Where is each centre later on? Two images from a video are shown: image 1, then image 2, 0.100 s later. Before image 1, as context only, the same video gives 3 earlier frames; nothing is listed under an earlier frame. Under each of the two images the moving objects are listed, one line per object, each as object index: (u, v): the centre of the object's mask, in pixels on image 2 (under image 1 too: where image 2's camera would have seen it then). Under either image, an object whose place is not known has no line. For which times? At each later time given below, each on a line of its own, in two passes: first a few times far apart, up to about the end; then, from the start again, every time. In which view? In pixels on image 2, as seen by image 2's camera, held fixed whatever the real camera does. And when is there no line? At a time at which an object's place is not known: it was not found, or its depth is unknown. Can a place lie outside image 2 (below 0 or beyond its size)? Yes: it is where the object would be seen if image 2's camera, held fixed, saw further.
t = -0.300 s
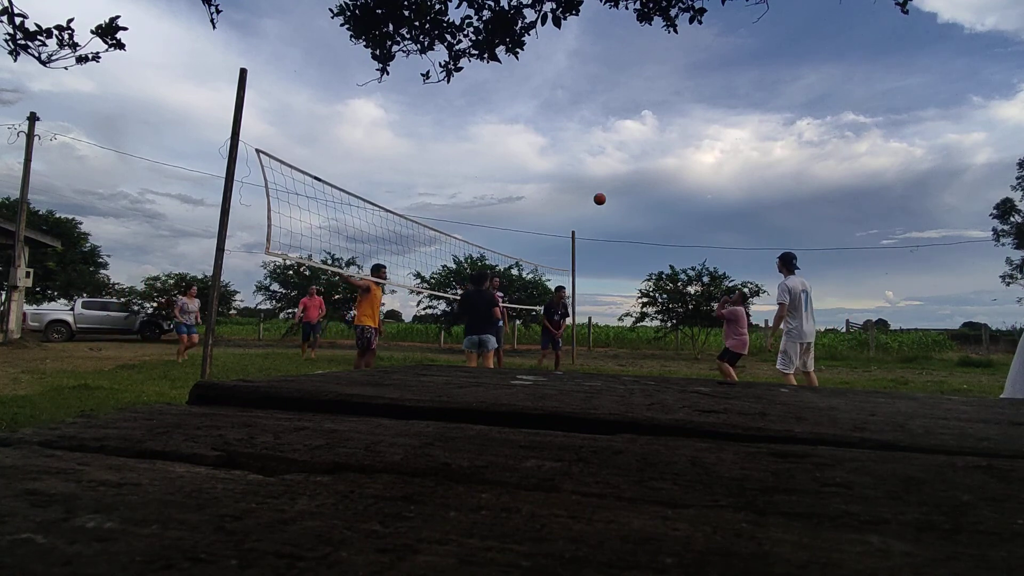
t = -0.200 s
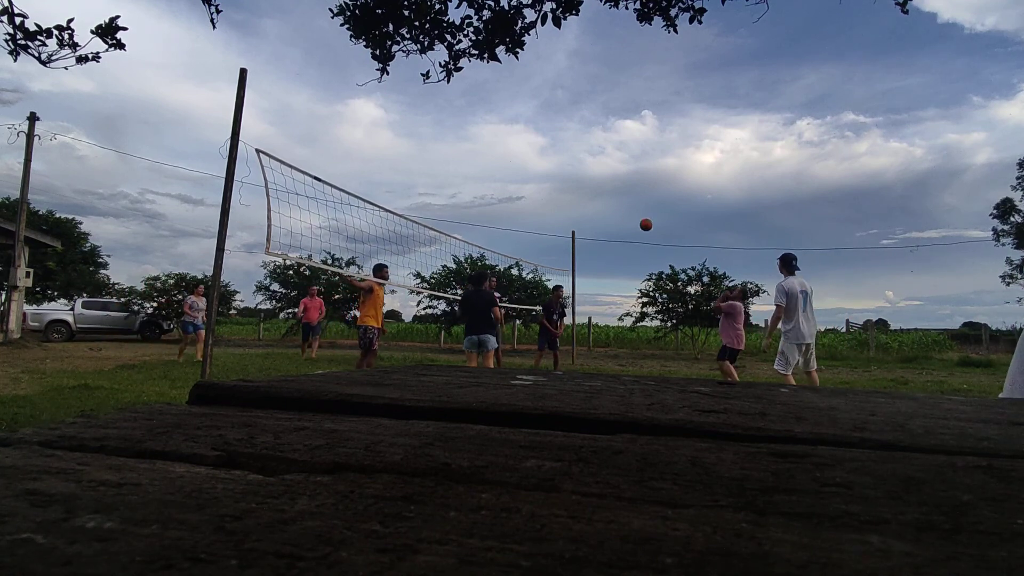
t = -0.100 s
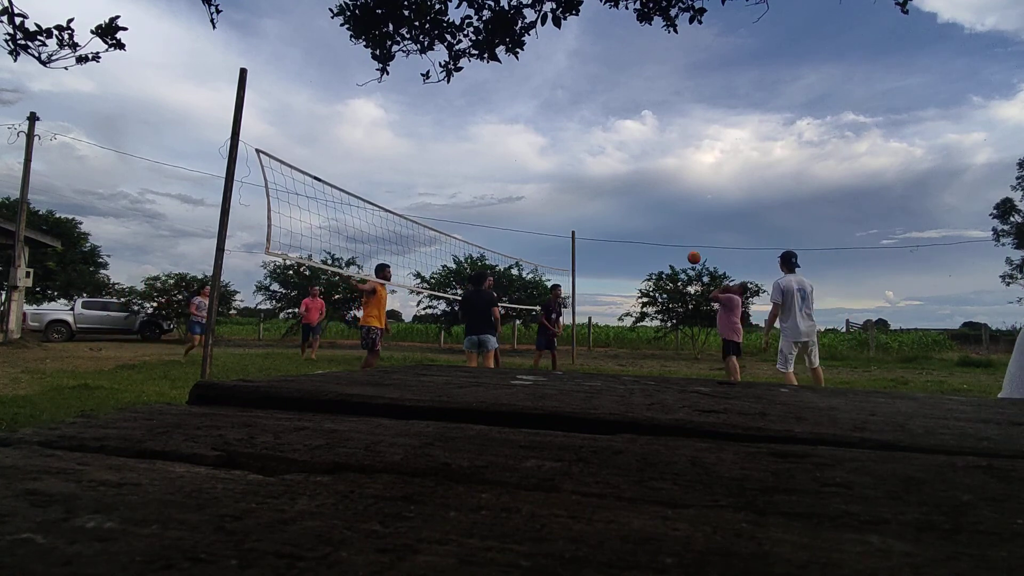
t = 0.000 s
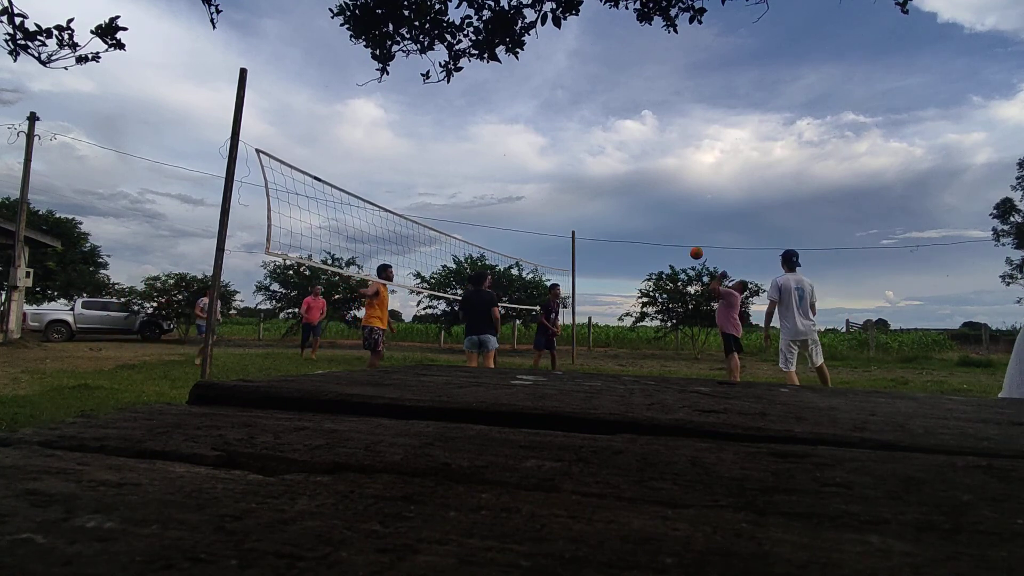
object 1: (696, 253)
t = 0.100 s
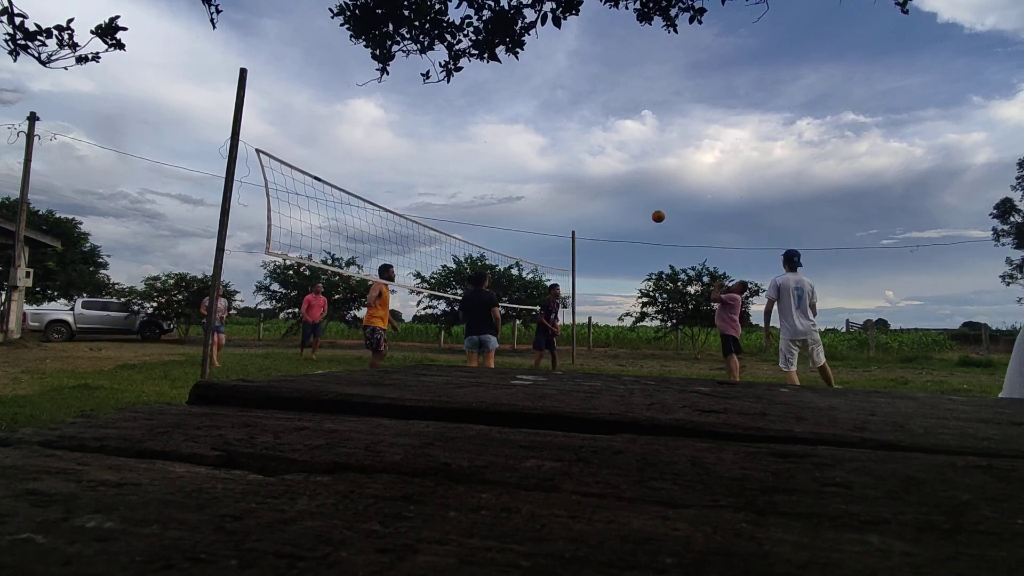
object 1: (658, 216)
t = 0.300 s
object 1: (588, 167)
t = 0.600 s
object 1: (495, 142)
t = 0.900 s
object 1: (413, 164)
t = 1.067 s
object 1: (371, 194)
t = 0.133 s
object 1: (646, 206)
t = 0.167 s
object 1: (634, 197)
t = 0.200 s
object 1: (622, 188)
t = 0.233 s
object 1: (610, 180)
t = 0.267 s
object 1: (599, 173)
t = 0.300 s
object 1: (588, 167)
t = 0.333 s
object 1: (577, 162)
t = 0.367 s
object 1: (566, 157)
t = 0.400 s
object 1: (555, 153)
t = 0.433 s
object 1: (545, 150)
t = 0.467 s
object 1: (535, 147)
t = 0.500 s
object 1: (524, 145)
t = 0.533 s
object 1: (514, 144)
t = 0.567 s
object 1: (505, 143)
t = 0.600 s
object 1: (495, 142)
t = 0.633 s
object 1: (485, 143)
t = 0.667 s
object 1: (476, 143)
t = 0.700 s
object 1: (466, 145)
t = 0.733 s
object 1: (457, 147)
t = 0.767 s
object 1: (448, 149)
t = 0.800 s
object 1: (439, 152)
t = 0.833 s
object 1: (430, 155)
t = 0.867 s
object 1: (421, 160)
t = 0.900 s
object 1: (413, 164)
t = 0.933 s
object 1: (404, 169)
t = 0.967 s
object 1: (396, 175)
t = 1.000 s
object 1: (387, 181)
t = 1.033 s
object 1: (379, 187)
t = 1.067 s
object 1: (371, 194)
